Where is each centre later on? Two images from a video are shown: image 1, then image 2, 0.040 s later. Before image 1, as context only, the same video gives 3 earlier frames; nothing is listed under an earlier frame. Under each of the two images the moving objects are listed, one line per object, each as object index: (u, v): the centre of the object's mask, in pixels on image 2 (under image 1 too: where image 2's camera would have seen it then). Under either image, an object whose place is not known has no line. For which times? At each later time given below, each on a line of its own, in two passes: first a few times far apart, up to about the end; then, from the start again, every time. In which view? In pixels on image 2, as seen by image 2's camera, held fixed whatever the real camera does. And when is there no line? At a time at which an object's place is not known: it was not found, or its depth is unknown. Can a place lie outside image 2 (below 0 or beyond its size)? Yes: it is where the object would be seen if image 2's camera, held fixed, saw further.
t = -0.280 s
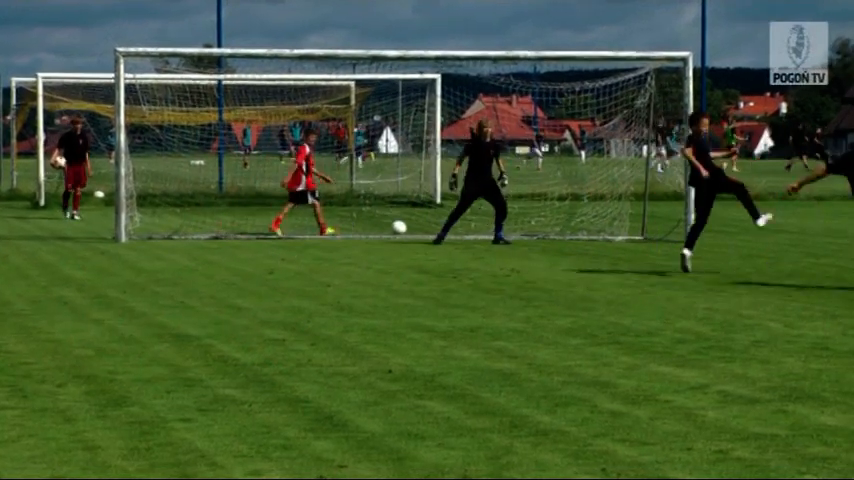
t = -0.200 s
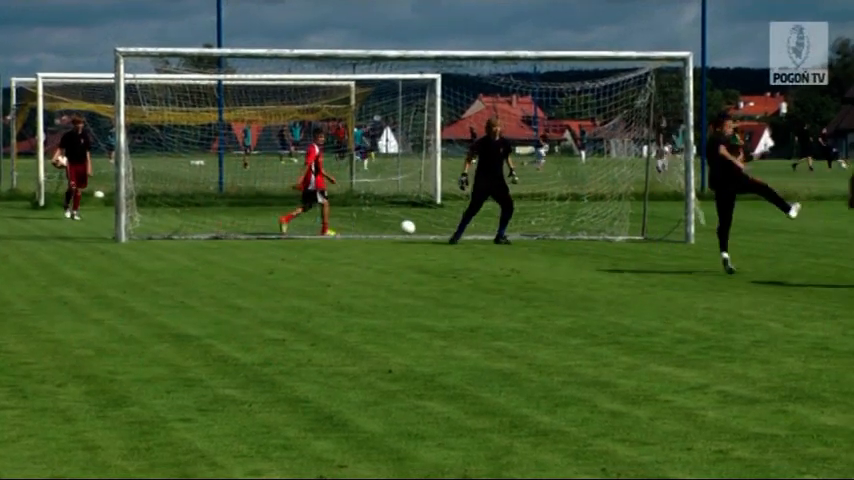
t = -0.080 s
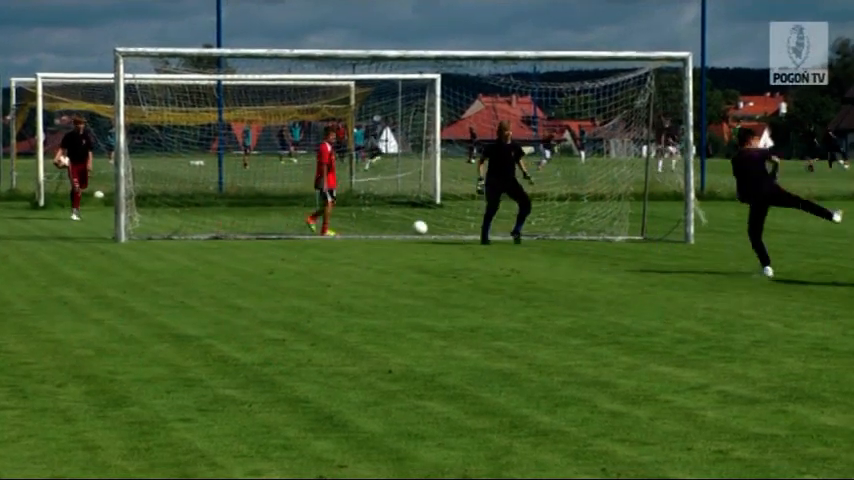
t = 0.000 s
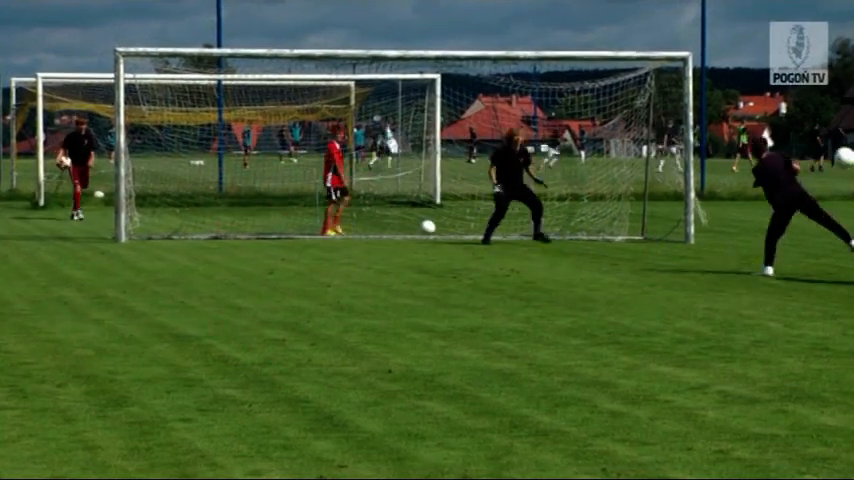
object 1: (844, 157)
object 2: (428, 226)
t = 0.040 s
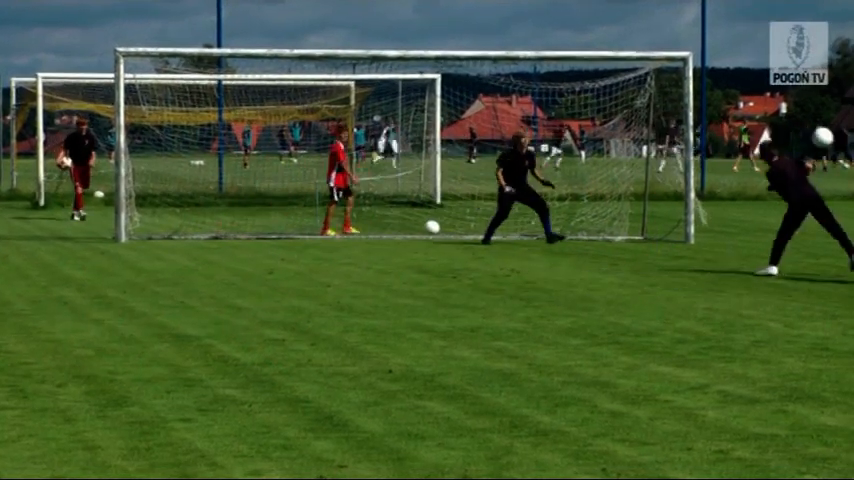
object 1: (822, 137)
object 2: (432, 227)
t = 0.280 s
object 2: (454, 227)
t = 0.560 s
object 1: (600, 17)
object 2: (477, 226)
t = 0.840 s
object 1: (505, 25)
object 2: (495, 226)
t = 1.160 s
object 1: (408, 73)
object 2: (512, 227)
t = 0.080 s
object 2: (436, 227)
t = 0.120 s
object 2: (440, 228)
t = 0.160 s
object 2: (444, 227)
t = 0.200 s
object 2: (447, 227)
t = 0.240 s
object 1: (728, 60)
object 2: (451, 227)
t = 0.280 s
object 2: (454, 227)
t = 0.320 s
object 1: (694, 42)
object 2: (458, 227)
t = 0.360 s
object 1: (679, 35)
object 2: (461, 227)
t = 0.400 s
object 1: (662, 29)
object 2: (465, 227)
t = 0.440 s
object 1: (647, 24)
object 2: (468, 226)
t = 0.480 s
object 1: (631, 22)
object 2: (471, 226)
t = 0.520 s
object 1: (616, 19)
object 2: (474, 226)
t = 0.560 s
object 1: (600, 17)
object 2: (477, 226)
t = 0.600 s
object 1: (586, 16)
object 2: (480, 226)
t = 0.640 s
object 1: (572, 16)
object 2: (483, 226)
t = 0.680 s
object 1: (558, 17)
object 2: (485, 226)
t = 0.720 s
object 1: (544, 18)
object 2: (488, 226)
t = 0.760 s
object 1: (531, 20)
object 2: (491, 227)
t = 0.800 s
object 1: (518, 23)
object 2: (493, 226)
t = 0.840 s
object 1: (505, 25)
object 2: (495, 226)
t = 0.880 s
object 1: (492, 30)
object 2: (497, 226)
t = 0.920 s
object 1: (479, 34)
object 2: (499, 227)
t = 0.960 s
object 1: (467, 39)
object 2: (502, 226)
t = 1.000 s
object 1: (455, 43)
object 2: (504, 227)
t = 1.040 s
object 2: (506, 227)
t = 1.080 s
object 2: (508, 227)
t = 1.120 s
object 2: (510, 227)
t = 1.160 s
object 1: (408, 73)
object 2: (512, 227)
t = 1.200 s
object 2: (514, 226)
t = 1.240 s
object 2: (515, 226)
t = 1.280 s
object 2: (517, 227)
